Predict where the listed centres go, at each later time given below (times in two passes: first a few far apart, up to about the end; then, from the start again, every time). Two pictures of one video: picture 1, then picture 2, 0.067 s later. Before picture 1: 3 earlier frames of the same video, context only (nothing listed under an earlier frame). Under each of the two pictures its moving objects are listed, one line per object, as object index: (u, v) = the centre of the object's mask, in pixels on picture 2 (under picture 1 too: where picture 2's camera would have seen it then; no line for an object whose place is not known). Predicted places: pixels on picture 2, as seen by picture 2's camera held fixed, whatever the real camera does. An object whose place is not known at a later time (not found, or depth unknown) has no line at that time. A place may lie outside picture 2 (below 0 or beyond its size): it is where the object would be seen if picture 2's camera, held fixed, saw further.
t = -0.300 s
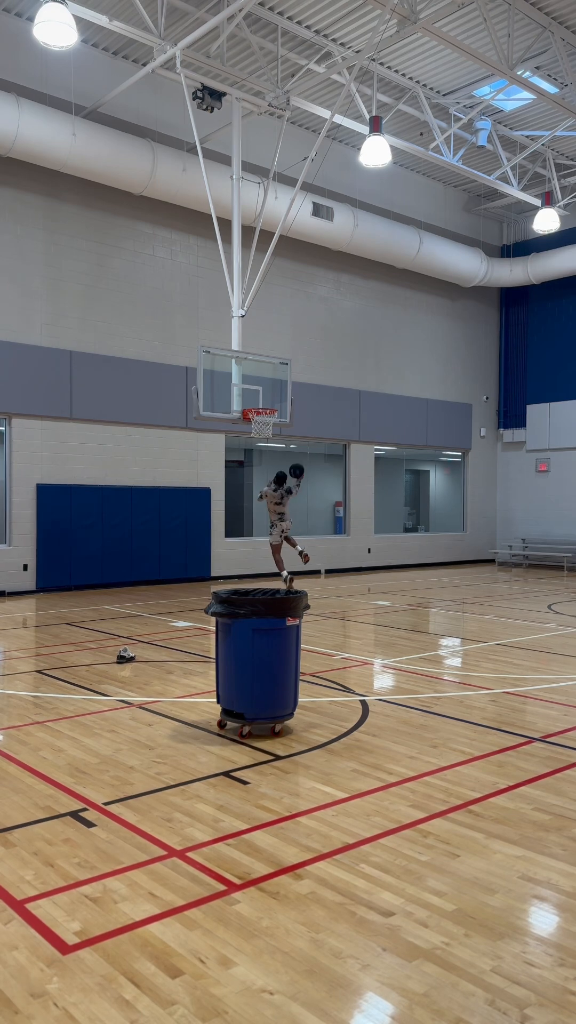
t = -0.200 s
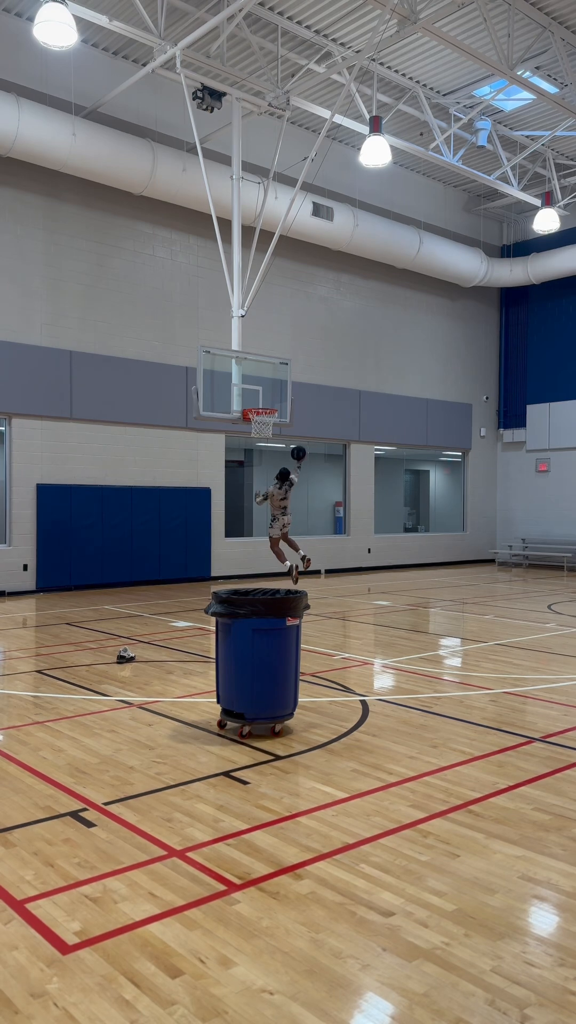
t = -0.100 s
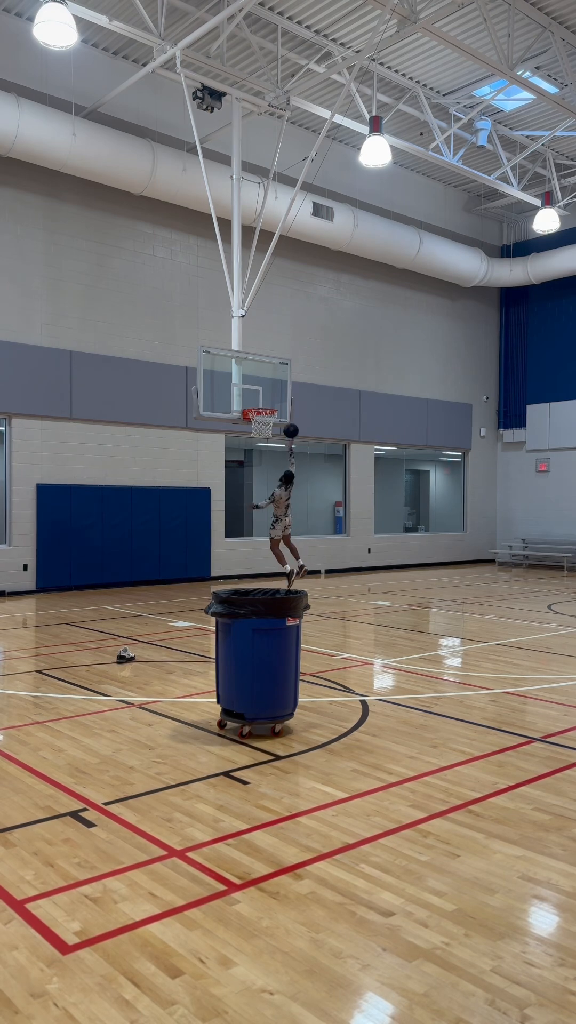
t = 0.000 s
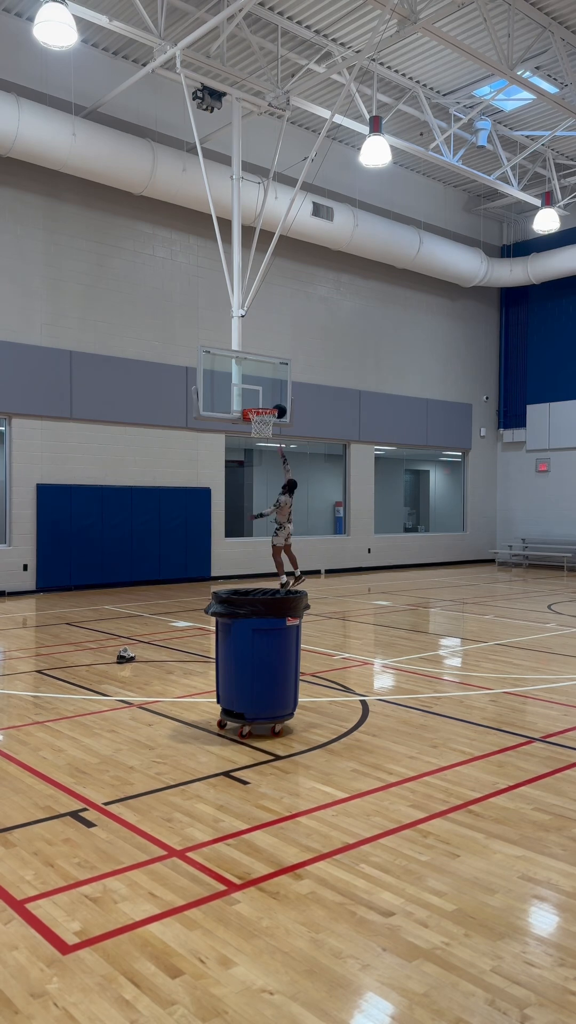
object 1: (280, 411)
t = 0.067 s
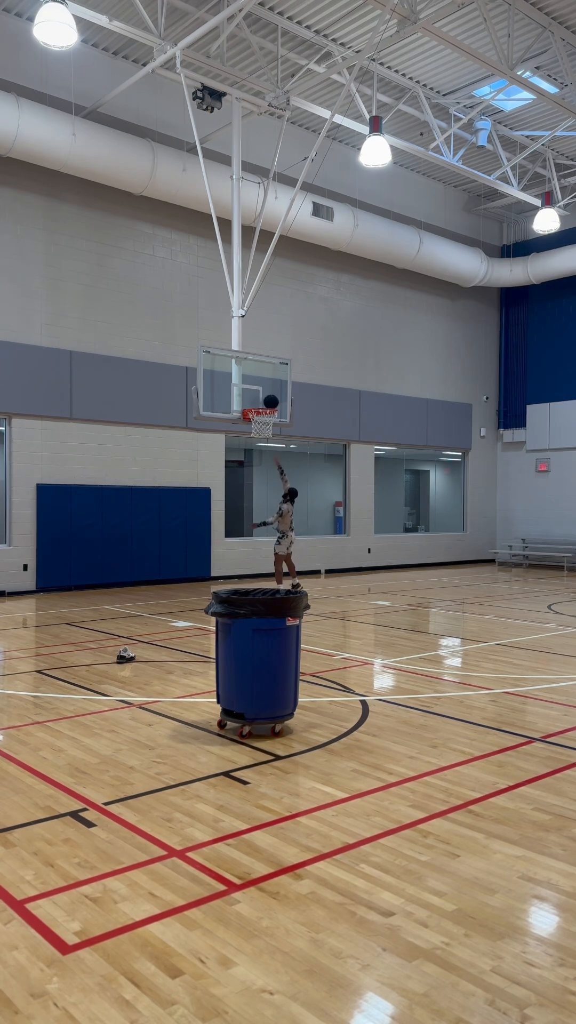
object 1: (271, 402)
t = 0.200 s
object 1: (263, 393)
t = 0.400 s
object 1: (259, 401)
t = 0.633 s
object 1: (267, 439)
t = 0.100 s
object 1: (267, 398)
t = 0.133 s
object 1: (264, 396)
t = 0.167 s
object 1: (263, 394)
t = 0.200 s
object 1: (263, 393)
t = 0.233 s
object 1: (262, 393)
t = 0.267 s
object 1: (261, 393)
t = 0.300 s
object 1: (261, 394)
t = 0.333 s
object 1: (260, 396)
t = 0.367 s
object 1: (259, 399)
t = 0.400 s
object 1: (259, 401)
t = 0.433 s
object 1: (259, 404)
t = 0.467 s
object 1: (258, 411)
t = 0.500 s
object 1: (259, 415)
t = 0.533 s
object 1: (261, 420)
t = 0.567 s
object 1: (263, 427)
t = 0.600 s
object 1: (264, 431)
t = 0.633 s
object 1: (267, 439)
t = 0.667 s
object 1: (269, 445)
